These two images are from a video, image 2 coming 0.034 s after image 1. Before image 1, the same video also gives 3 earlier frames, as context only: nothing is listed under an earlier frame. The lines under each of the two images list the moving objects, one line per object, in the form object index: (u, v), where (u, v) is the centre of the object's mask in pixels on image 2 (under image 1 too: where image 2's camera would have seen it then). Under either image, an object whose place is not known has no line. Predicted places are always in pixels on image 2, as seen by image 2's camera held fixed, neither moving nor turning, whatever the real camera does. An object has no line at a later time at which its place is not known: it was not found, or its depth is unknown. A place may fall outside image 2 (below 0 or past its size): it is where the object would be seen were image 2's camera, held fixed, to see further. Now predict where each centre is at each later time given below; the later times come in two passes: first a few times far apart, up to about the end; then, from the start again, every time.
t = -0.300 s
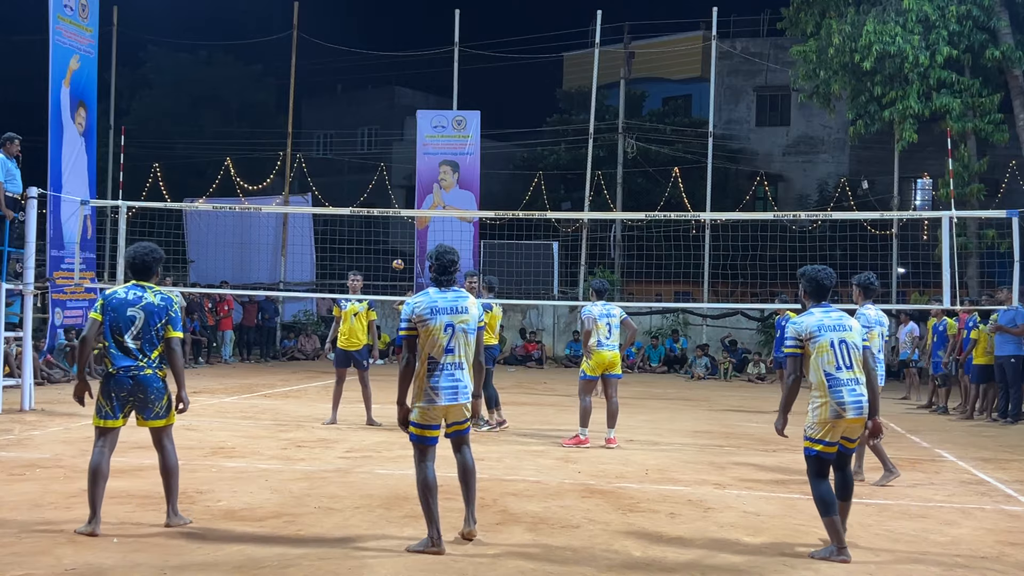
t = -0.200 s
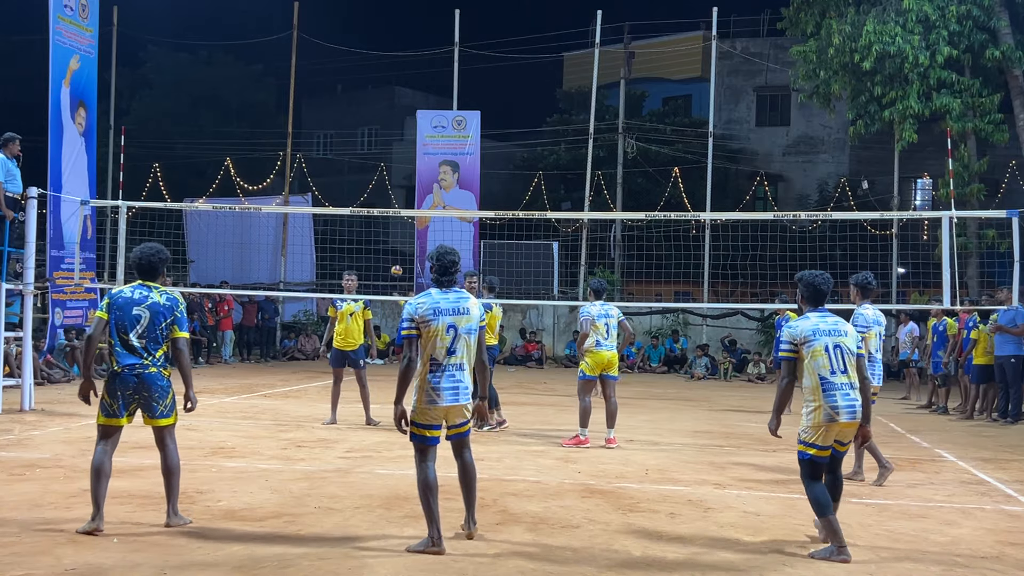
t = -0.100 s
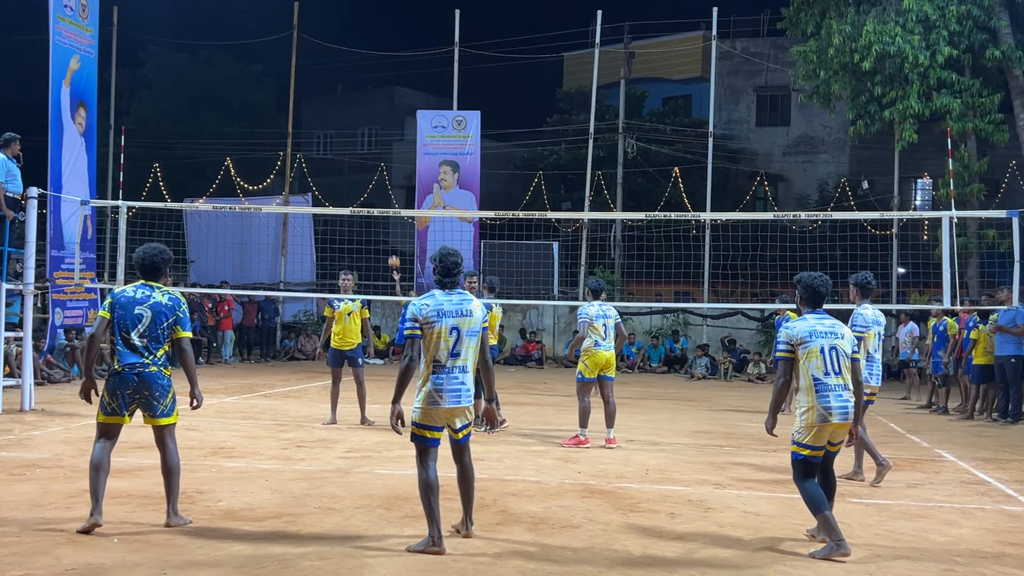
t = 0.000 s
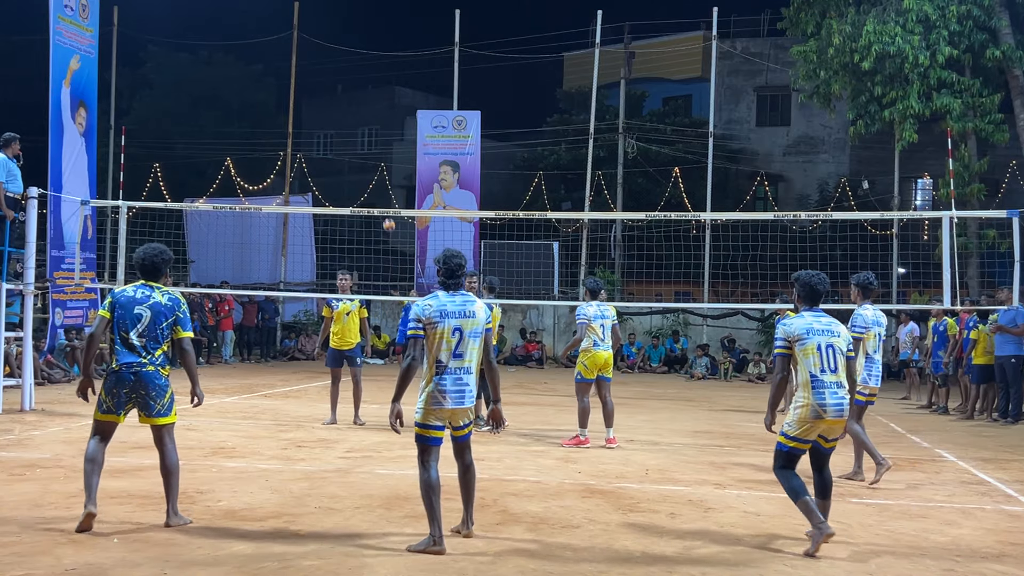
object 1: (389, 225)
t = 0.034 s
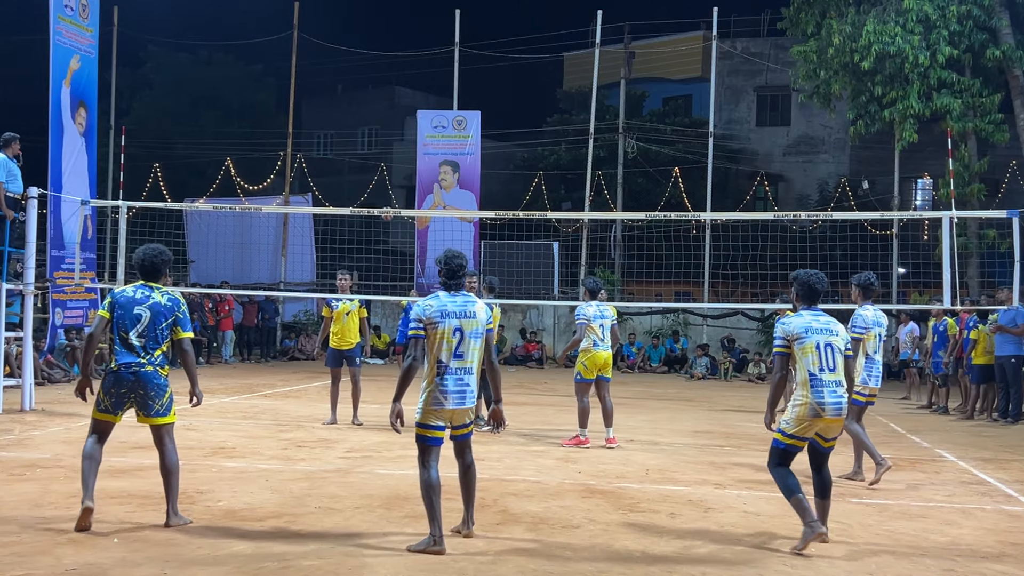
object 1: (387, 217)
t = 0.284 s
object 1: (374, 141)
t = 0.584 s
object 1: (356, 94)
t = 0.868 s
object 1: (327, 103)
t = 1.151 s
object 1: (291, 184)
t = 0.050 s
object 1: (386, 205)
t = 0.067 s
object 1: (385, 202)
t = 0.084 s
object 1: (384, 197)
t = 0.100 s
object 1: (383, 192)
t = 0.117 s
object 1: (382, 187)
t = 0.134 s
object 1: (382, 181)
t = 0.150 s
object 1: (381, 176)
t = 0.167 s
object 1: (380, 171)
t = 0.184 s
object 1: (379, 167)
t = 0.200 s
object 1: (378, 162)
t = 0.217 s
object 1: (377, 158)
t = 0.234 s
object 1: (376, 153)
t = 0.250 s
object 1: (376, 149)
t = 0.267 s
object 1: (375, 145)
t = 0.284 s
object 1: (374, 141)
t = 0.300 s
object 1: (373, 137)
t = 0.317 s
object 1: (373, 133)
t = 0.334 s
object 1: (372, 130)
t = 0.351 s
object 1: (371, 126)
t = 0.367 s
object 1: (370, 123)
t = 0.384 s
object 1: (370, 120)
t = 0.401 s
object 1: (369, 117)
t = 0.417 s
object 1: (368, 114)
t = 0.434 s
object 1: (367, 111)
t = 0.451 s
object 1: (366, 108)
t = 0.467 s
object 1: (365, 106)
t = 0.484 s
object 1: (364, 104)
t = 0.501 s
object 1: (362, 102)
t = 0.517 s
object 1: (361, 100)
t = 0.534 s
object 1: (360, 98)
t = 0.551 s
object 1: (359, 96)
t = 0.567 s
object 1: (357, 95)
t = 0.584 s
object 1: (356, 94)
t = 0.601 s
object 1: (355, 93)
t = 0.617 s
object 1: (353, 92)
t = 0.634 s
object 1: (352, 91)
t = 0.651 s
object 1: (350, 91)
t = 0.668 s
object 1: (349, 91)
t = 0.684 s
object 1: (347, 91)
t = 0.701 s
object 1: (345, 91)
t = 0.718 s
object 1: (344, 91)
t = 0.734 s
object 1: (342, 92)
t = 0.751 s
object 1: (340, 92)
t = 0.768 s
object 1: (339, 93)
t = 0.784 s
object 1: (337, 94)
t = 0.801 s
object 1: (335, 96)
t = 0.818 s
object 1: (333, 97)
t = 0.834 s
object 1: (331, 99)
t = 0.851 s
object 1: (329, 101)
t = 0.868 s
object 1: (327, 103)
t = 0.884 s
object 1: (325, 106)
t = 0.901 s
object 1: (323, 108)
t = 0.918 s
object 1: (321, 111)
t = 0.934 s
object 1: (319, 115)
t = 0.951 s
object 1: (317, 118)
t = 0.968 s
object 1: (315, 122)
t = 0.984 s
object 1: (313, 126)
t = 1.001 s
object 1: (311, 130)
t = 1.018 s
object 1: (309, 135)
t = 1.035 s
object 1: (307, 140)
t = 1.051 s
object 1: (305, 145)
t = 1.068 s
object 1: (303, 151)
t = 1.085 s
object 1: (300, 157)
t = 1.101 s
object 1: (298, 164)
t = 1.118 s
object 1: (296, 170)
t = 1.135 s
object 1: (294, 177)
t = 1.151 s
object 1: (291, 184)
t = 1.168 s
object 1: (289, 192)
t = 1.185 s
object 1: (287, 200)
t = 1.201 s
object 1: (284, 209)
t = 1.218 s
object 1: (282, 219)
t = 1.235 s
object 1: (279, 228)
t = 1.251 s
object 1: (277, 238)
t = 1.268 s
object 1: (274, 249)
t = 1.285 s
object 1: (271, 260)
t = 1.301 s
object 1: (269, 271)
